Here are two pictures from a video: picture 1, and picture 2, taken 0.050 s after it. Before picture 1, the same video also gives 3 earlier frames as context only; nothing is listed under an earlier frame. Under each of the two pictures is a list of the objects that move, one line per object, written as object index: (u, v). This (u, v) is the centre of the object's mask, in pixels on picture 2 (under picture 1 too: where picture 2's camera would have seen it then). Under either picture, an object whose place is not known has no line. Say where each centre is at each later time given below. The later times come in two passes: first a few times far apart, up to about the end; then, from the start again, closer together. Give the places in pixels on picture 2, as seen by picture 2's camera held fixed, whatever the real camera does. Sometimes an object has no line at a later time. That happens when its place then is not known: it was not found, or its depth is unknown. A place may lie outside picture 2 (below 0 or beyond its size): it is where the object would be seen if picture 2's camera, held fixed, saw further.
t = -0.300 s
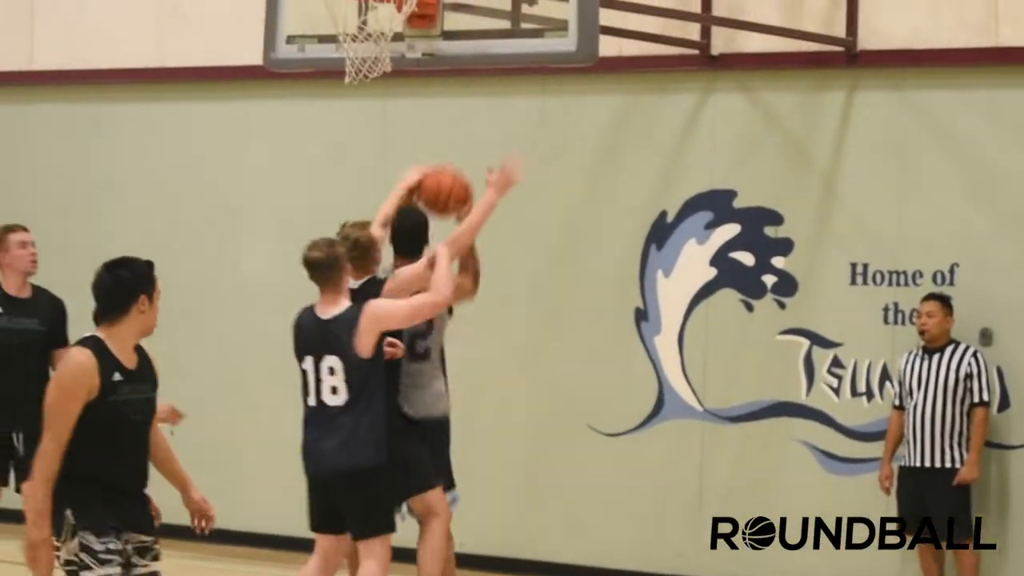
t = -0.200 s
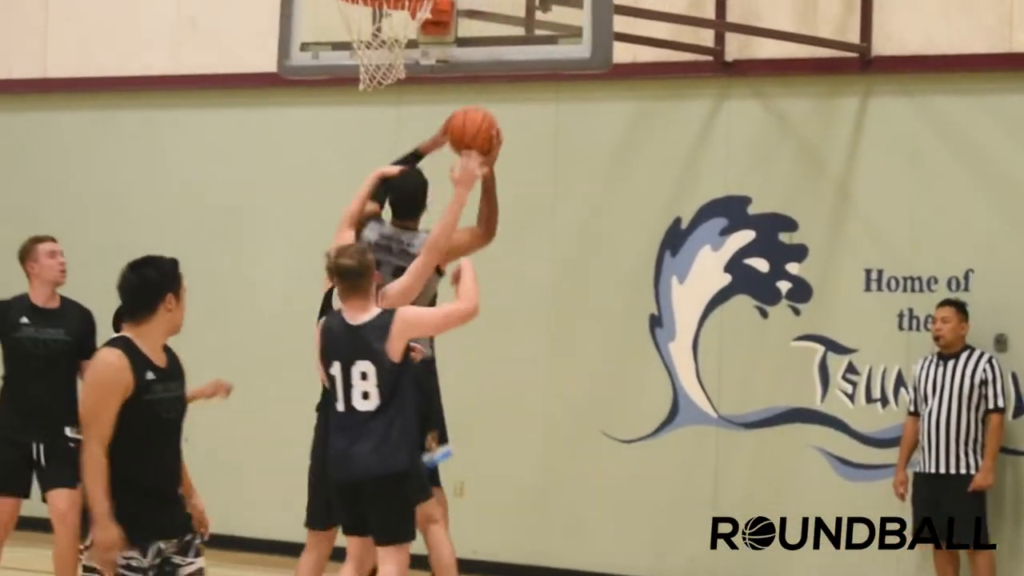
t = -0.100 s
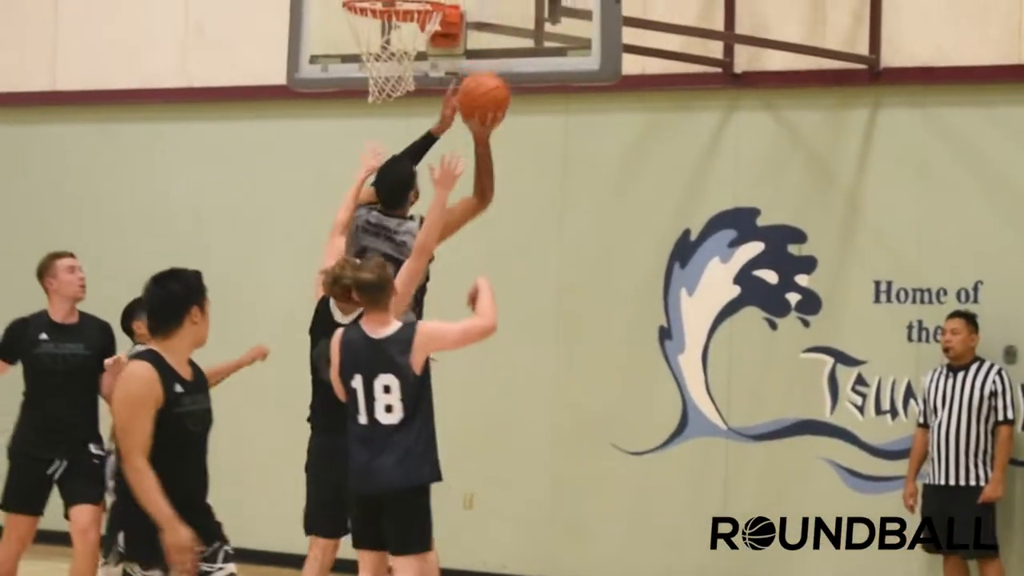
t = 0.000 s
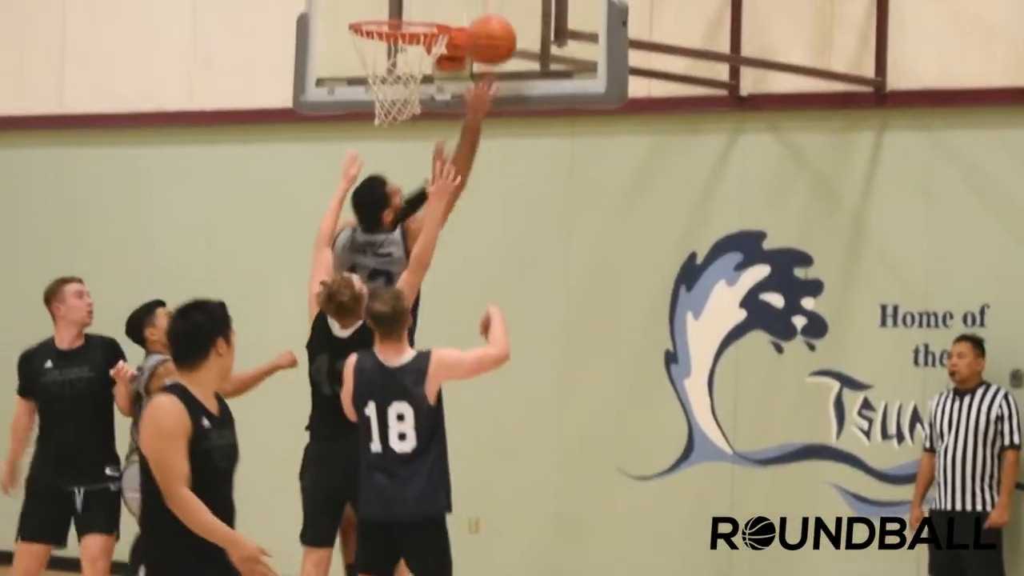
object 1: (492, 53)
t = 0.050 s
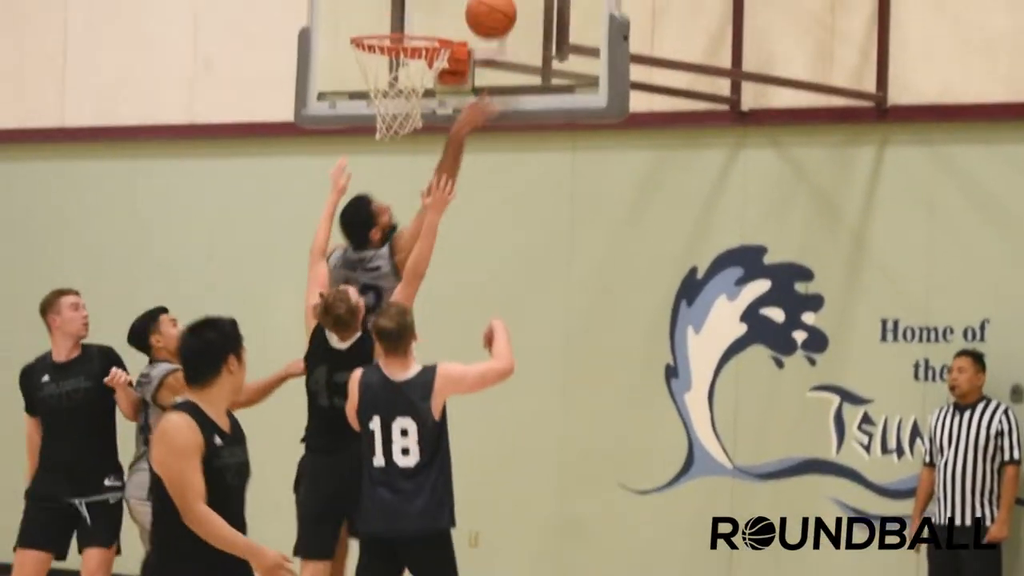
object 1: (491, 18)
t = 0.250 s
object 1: (452, -53)
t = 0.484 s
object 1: (378, -6)
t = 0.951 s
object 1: (386, 64)
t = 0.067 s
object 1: (491, 9)
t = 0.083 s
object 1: (491, 1)
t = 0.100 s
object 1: (490, -8)
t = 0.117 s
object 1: (489, -15)
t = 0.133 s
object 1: (486, -22)
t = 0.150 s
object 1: (481, -28)
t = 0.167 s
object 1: (476, -34)
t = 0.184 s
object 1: (471, -38)
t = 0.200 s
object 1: (466, -42)
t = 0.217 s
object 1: (462, -45)
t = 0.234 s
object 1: (457, -49)
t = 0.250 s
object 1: (452, -53)
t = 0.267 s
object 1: (447, -55)
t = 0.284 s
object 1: (441, -58)
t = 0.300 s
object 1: (436, -59)
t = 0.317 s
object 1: (431, -57)
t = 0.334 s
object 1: (427, -54)
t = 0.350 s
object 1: (421, -50)
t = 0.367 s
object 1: (417, -46)
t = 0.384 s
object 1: (411, -42)
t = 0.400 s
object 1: (405, -37)
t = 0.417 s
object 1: (400, -33)
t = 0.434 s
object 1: (393, -27)
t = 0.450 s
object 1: (388, -21)
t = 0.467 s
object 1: (383, -14)
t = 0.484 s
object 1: (378, -6)
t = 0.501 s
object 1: (374, 2)
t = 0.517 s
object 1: (369, 11)
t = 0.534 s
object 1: (369, 14)
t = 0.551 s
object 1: (372, 11)
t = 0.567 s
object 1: (375, 8)
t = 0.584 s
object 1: (378, 6)
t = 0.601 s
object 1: (382, 4)
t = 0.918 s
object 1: (396, 54)
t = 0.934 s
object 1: (391, 59)
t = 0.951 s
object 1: (386, 64)
